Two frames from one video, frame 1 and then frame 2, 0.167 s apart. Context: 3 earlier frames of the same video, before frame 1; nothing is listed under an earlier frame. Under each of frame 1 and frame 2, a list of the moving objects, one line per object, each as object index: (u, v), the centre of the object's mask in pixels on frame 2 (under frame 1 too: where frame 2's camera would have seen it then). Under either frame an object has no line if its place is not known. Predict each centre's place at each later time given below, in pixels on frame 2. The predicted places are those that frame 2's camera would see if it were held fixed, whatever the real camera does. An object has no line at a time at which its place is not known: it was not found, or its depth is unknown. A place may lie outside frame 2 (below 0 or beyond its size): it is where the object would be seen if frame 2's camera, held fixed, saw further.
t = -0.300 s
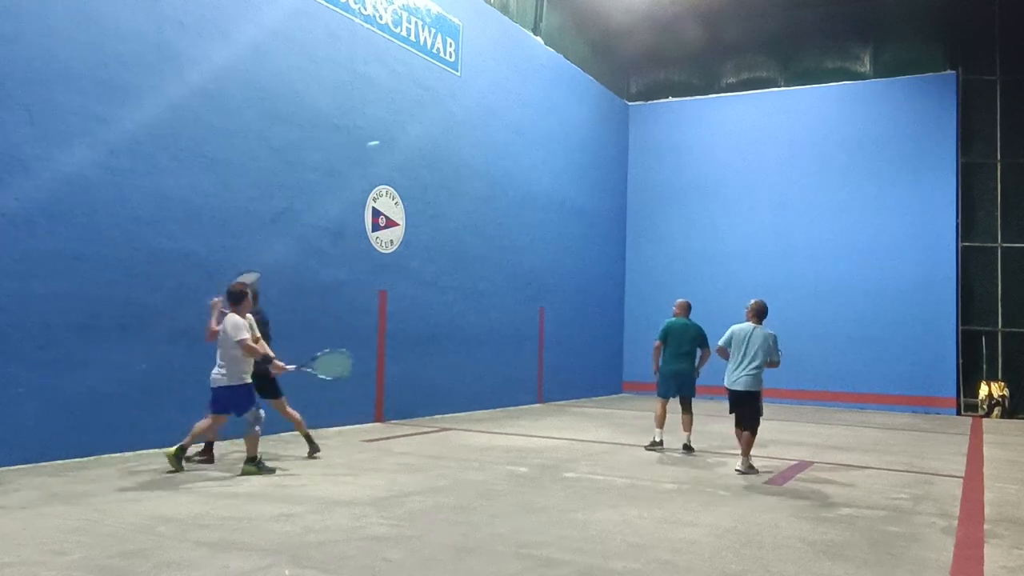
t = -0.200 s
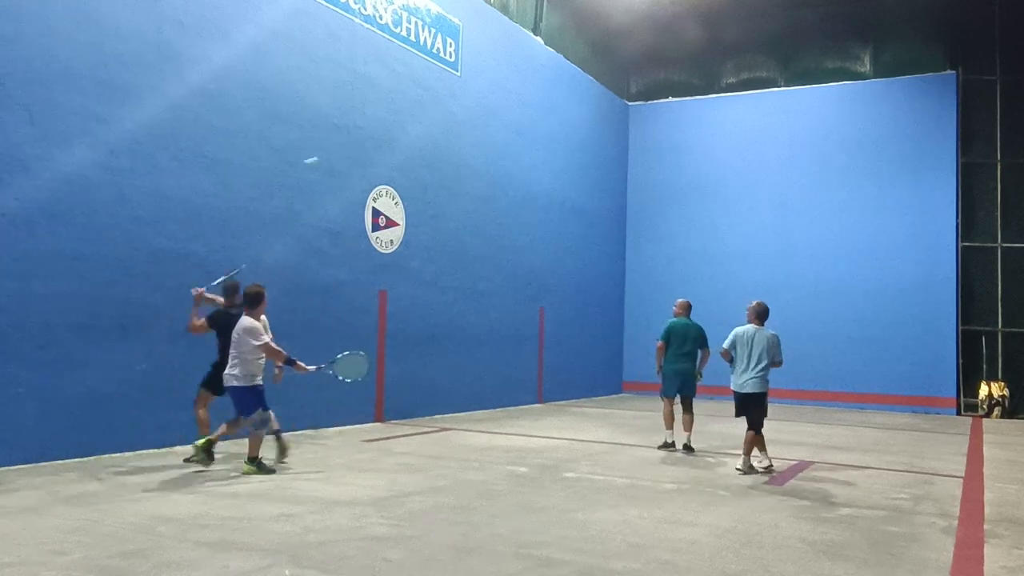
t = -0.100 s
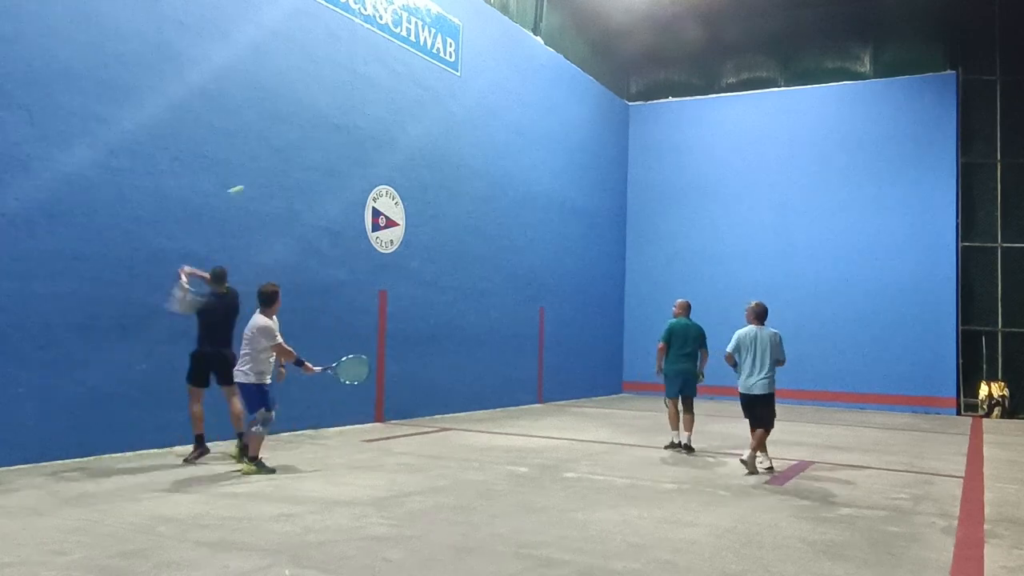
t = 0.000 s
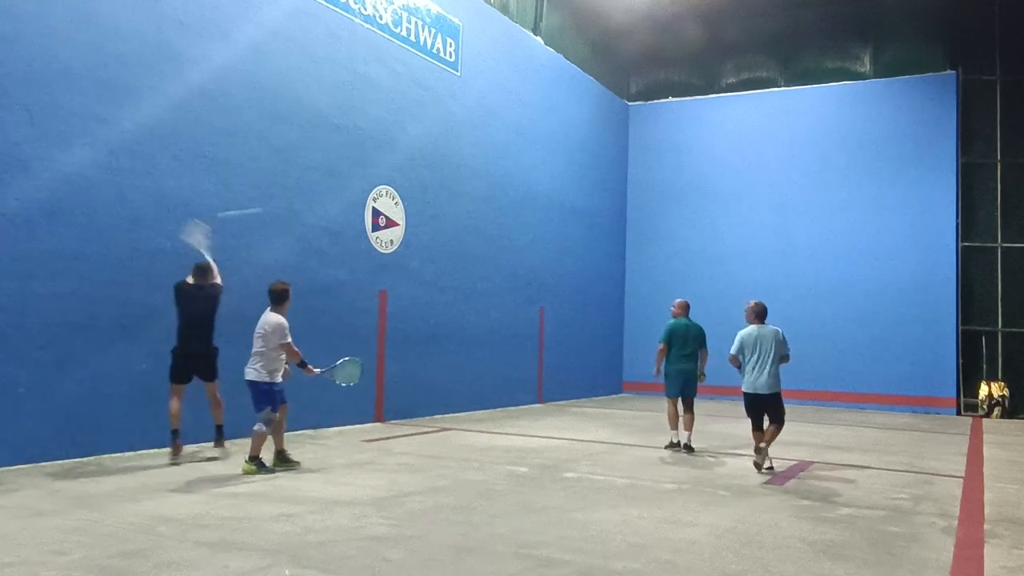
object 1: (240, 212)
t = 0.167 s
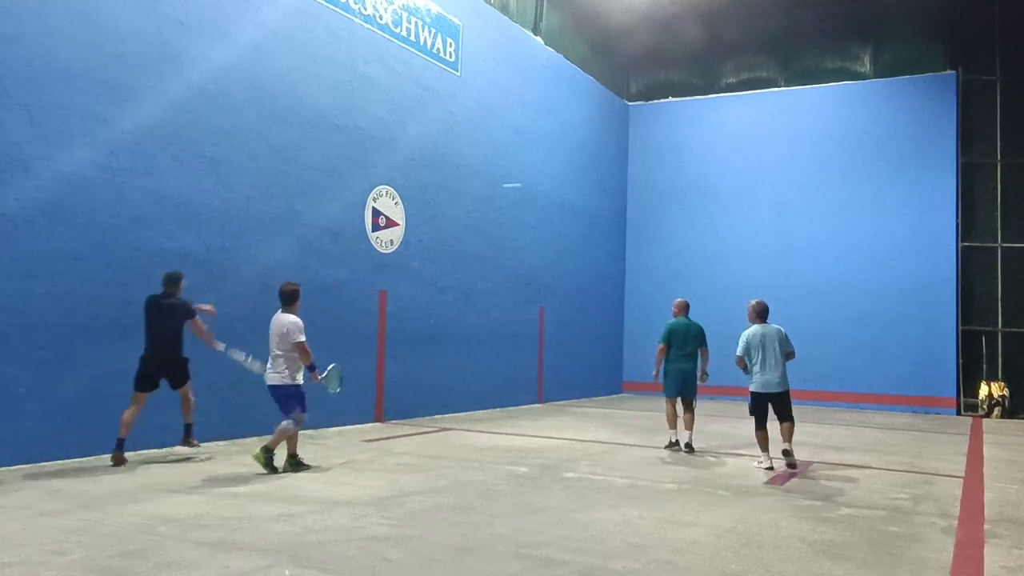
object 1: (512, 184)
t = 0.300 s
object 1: (615, 183)
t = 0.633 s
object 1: (617, 159)
